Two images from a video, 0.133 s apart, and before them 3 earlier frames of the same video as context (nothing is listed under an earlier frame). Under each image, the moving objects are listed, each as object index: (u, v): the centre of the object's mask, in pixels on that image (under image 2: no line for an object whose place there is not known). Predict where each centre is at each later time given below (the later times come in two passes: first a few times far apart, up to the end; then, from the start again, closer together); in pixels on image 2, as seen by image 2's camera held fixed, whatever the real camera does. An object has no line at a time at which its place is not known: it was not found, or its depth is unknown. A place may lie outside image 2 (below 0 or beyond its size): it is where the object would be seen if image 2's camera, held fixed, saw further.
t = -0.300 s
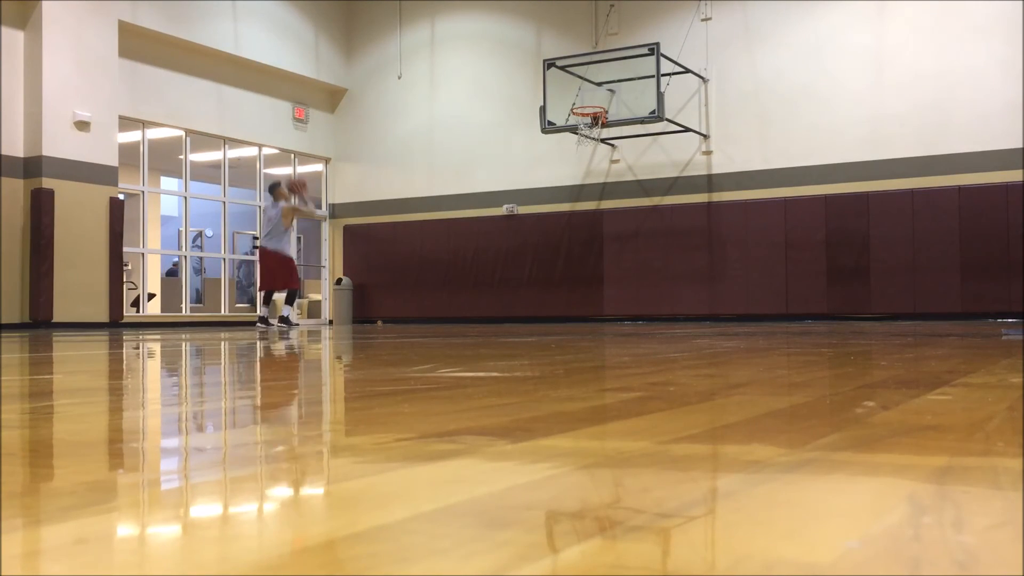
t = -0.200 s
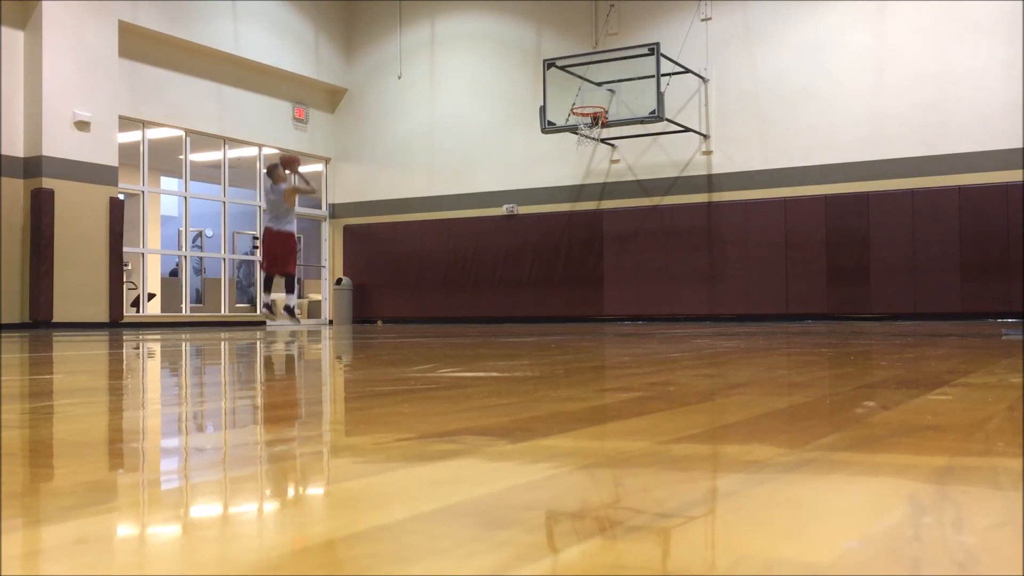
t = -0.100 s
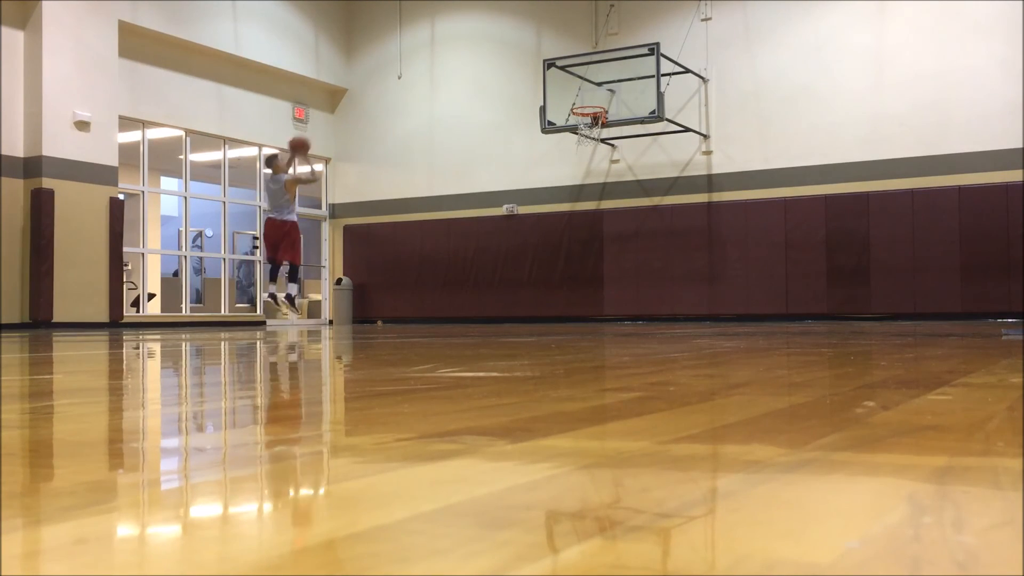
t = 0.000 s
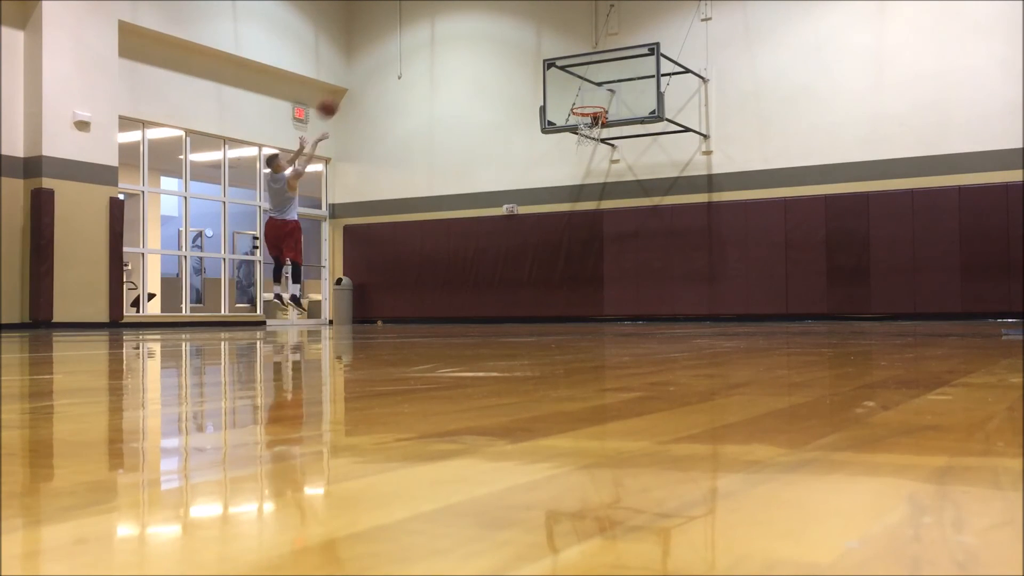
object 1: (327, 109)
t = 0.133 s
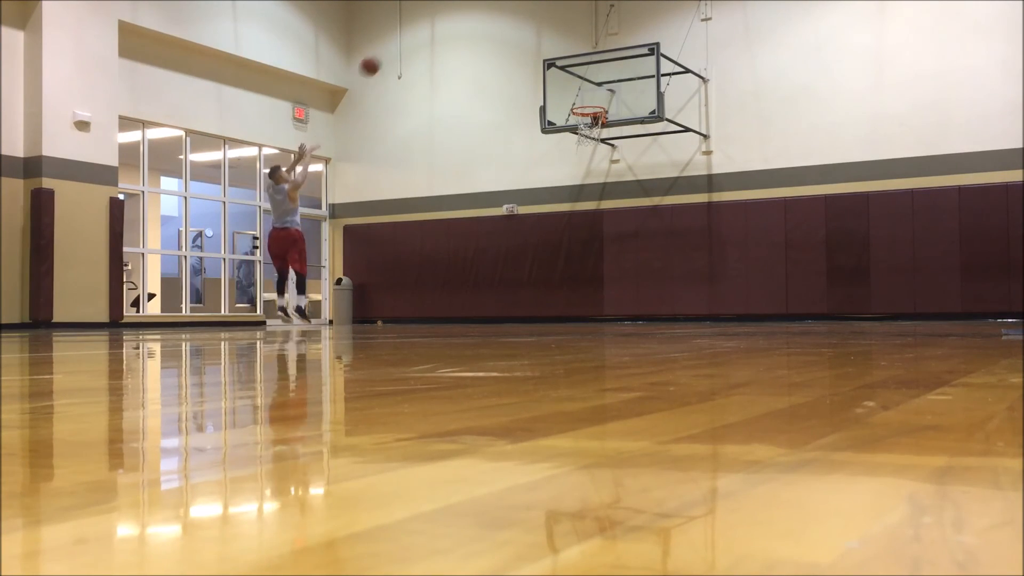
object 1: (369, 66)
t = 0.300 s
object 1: (419, 35)
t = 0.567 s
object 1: (492, 32)
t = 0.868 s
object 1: (564, 85)
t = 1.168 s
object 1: (613, 147)
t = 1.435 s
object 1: (643, 219)
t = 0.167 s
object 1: (380, 58)
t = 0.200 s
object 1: (390, 51)
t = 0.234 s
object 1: (400, 45)
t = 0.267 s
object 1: (410, 39)
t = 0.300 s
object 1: (419, 35)
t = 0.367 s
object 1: (438, 30)
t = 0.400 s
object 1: (447, 28)
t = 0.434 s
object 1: (457, 27)
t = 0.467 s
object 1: (466, 27)
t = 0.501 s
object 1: (475, 28)
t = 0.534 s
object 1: (483, 30)
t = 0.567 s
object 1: (492, 32)
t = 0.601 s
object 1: (501, 35)
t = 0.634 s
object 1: (509, 39)
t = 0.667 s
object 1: (517, 43)
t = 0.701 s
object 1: (525, 48)
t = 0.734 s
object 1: (533, 54)
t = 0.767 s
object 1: (541, 61)
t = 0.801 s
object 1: (548, 68)
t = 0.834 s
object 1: (556, 76)
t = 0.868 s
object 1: (564, 85)
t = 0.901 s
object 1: (572, 94)
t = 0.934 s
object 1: (579, 103)
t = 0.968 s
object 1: (587, 116)
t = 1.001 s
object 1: (592, 120)
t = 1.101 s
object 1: (606, 136)
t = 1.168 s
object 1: (613, 147)
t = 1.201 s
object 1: (617, 153)
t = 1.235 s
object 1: (620, 160)
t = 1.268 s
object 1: (624, 168)
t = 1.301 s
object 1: (628, 178)
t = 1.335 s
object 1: (632, 188)
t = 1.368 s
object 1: (636, 196)
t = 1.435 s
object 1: (643, 219)
